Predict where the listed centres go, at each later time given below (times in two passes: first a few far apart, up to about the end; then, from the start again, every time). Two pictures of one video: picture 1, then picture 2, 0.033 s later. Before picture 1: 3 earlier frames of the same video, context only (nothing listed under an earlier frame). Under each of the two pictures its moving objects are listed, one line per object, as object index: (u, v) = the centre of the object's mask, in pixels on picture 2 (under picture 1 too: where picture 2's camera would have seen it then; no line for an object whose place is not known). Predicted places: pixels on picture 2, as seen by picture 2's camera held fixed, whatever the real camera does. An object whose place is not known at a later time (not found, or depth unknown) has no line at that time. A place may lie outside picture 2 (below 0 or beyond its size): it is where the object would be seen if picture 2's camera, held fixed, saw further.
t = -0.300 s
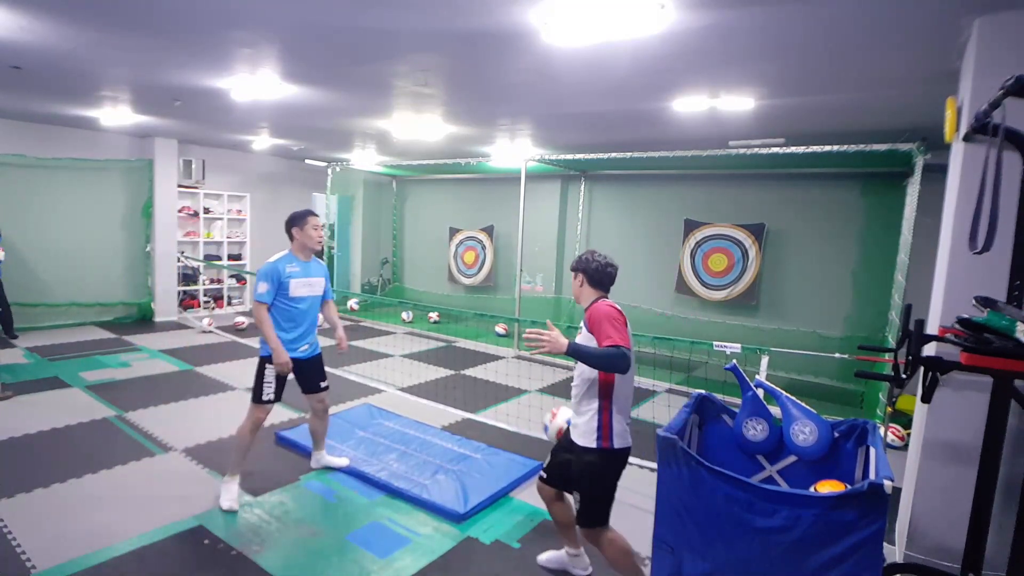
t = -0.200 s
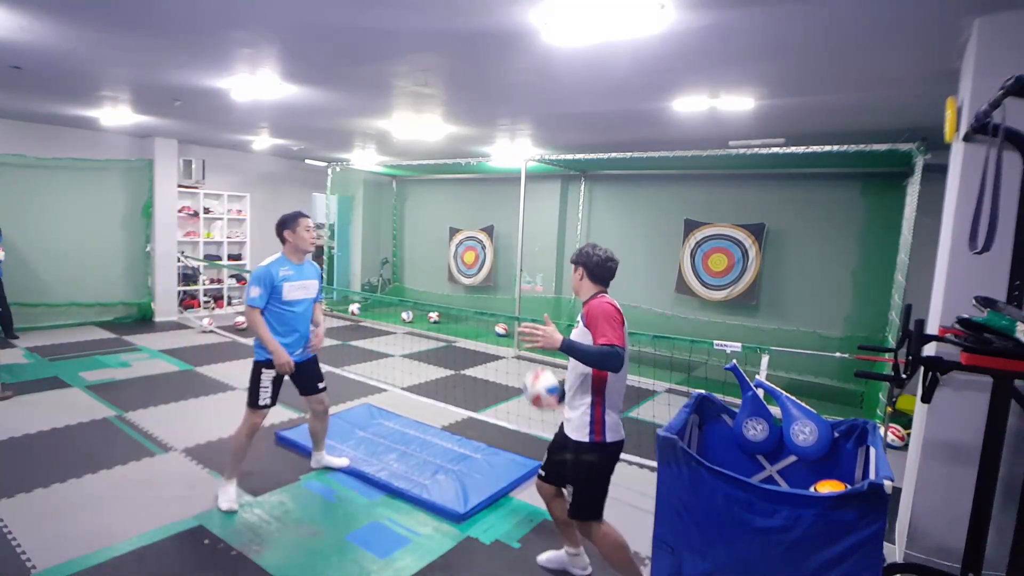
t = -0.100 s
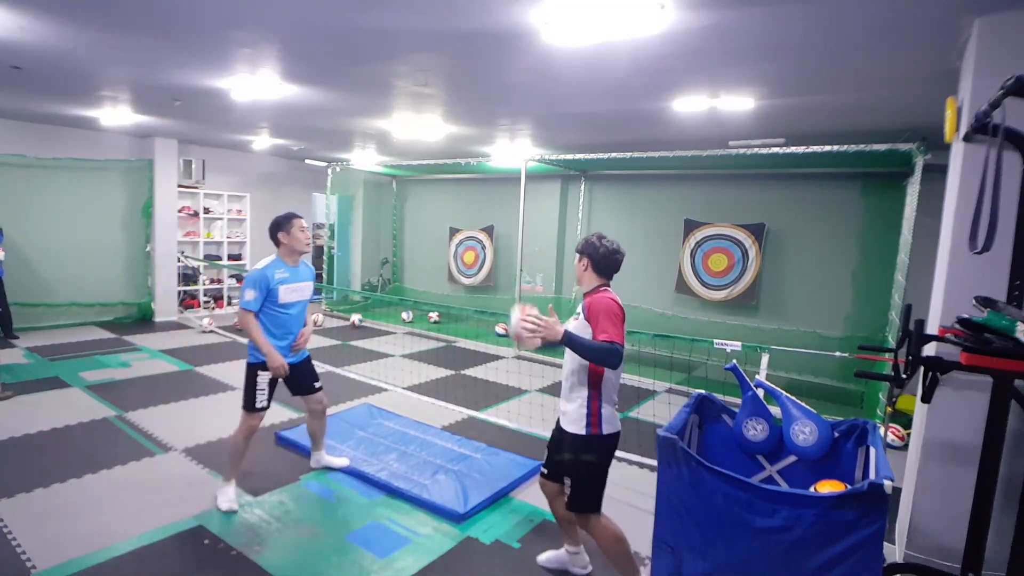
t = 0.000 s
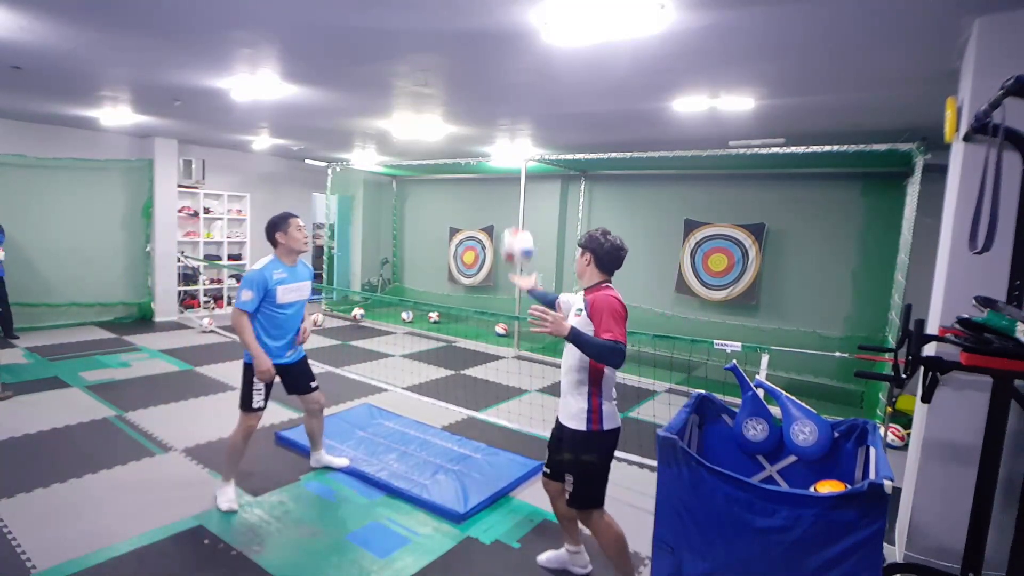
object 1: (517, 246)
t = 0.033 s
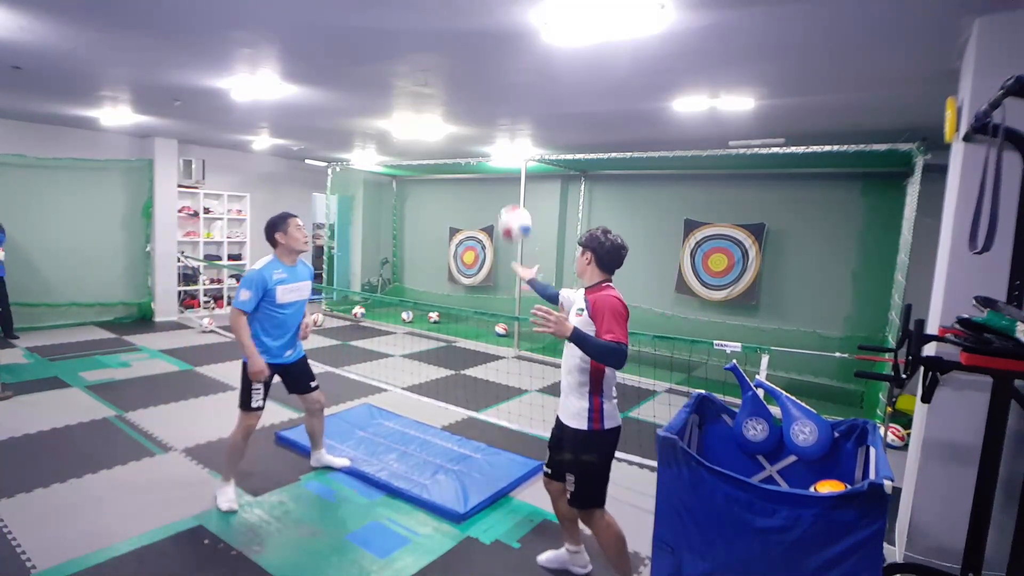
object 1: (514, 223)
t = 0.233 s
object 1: (499, 132)
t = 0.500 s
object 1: (476, 114)
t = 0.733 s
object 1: (454, 181)
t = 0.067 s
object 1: (512, 203)
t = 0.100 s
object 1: (509, 185)
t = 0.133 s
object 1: (506, 174)
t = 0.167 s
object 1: (504, 156)
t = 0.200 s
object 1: (502, 143)
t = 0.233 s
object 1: (499, 132)
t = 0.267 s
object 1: (496, 124)
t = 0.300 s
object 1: (494, 117)
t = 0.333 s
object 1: (490, 113)
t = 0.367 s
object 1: (487, 110)
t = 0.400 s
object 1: (485, 109)
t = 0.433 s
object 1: (482, 109)
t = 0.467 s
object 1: (479, 111)
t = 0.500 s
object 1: (476, 114)
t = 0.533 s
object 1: (473, 119)
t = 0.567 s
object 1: (471, 126)
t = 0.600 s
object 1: (468, 134)
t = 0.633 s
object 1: (463, 144)
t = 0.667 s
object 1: (460, 156)
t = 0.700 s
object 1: (457, 168)
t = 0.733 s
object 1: (454, 181)
